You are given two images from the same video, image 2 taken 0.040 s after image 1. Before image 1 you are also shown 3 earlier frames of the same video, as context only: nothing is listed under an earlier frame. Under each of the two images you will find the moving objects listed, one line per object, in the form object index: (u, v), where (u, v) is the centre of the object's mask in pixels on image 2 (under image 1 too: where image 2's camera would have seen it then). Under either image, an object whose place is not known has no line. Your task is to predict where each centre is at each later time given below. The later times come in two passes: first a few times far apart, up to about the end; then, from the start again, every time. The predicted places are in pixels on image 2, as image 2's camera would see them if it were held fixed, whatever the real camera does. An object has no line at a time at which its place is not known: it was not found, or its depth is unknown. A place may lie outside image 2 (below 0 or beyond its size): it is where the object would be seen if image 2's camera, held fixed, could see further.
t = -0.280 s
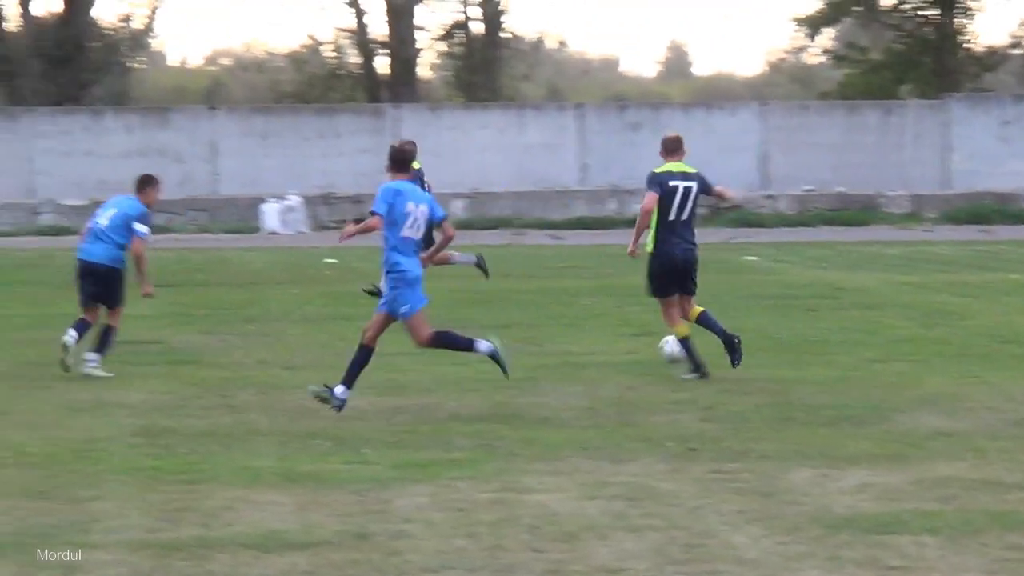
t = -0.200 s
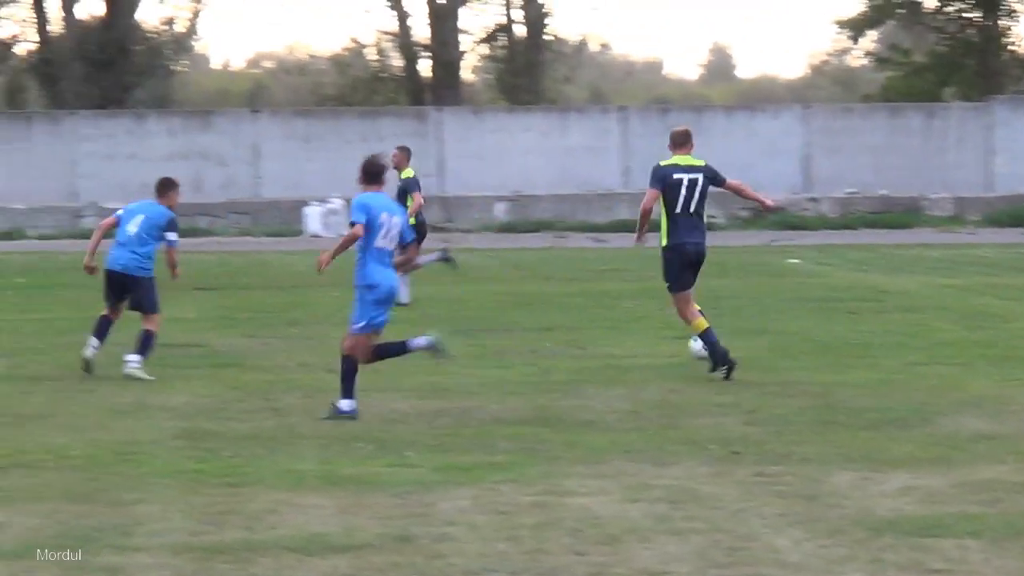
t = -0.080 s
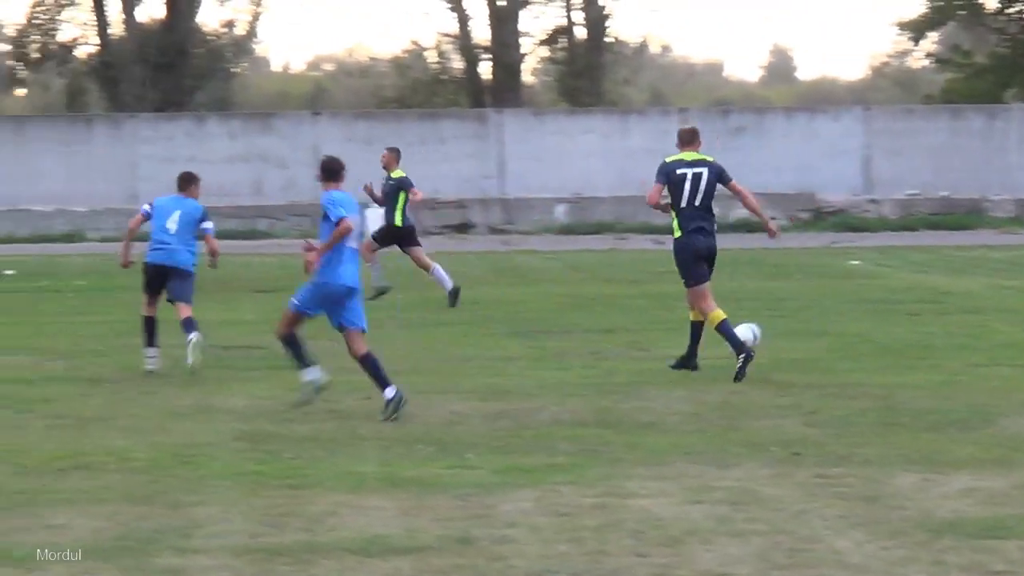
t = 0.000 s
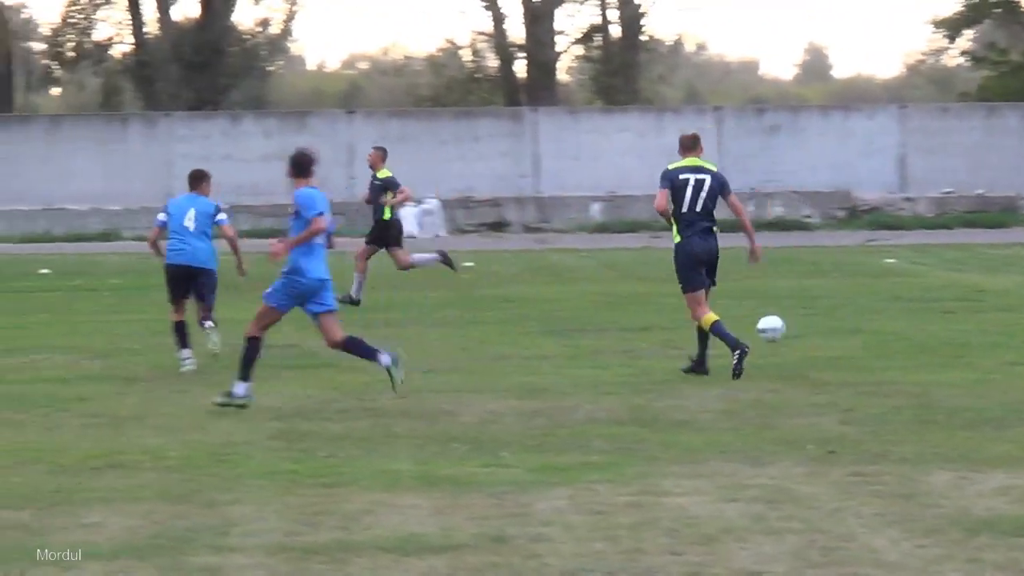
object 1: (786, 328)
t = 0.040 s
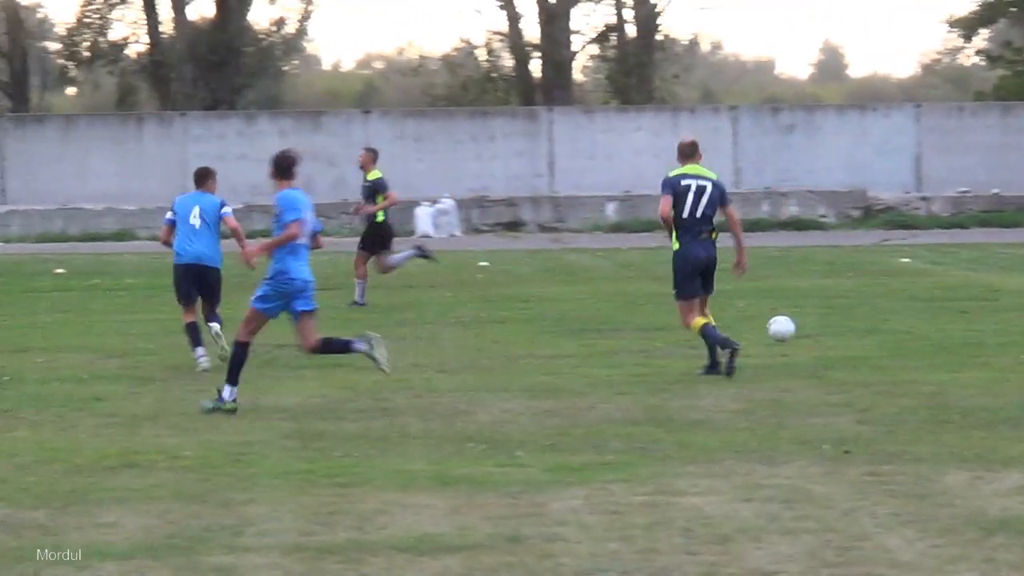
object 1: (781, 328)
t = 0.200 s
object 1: (764, 323)
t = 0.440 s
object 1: (740, 317)
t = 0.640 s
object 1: (720, 312)
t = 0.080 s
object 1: (777, 330)
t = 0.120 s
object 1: (774, 330)
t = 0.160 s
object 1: (768, 327)
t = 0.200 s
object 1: (764, 323)
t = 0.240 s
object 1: (759, 322)
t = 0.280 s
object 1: (756, 322)
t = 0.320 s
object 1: (752, 323)
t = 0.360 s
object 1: (748, 321)
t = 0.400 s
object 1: (745, 319)
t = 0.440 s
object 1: (740, 317)
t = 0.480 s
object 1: (737, 317)
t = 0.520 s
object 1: (733, 318)
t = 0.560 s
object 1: (729, 316)
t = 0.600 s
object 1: (725, 314)
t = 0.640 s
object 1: (720, 312)
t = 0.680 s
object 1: (716, 311)
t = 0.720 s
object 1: (712, 312)
